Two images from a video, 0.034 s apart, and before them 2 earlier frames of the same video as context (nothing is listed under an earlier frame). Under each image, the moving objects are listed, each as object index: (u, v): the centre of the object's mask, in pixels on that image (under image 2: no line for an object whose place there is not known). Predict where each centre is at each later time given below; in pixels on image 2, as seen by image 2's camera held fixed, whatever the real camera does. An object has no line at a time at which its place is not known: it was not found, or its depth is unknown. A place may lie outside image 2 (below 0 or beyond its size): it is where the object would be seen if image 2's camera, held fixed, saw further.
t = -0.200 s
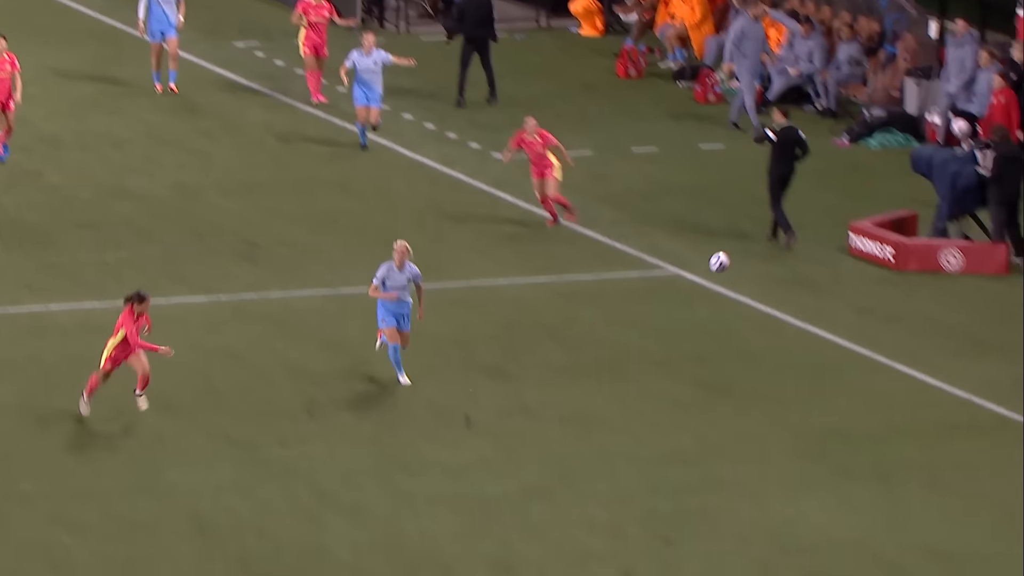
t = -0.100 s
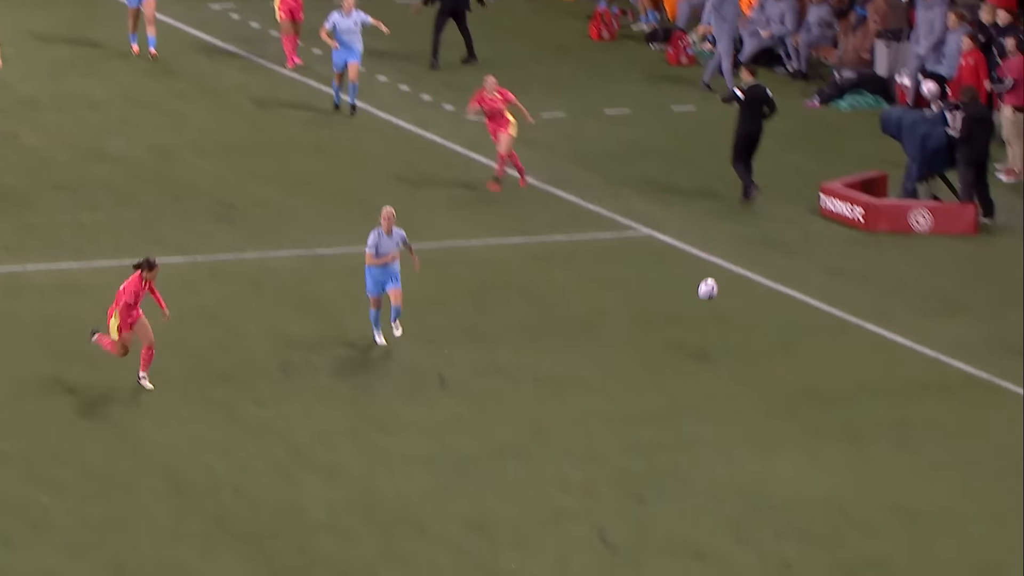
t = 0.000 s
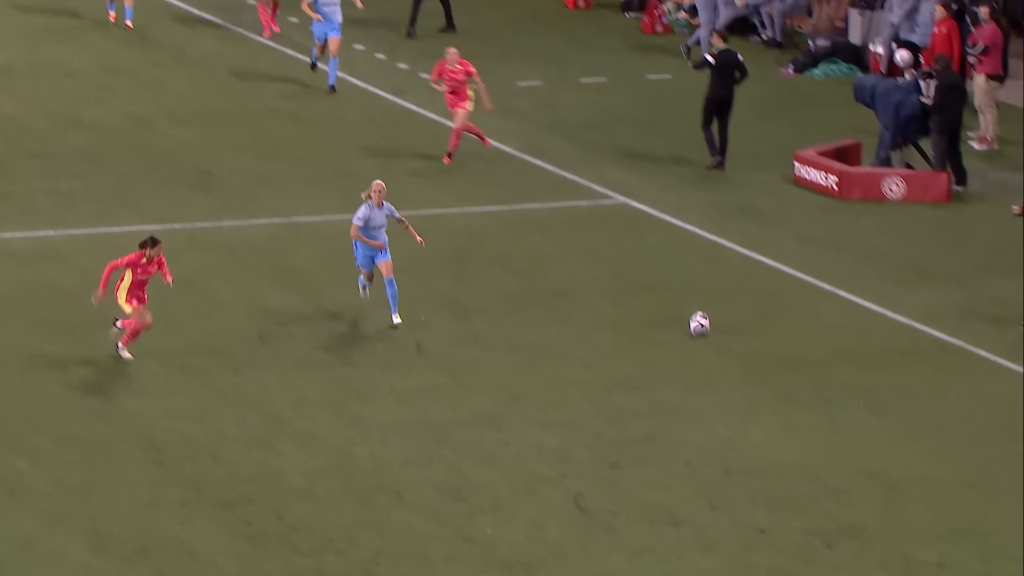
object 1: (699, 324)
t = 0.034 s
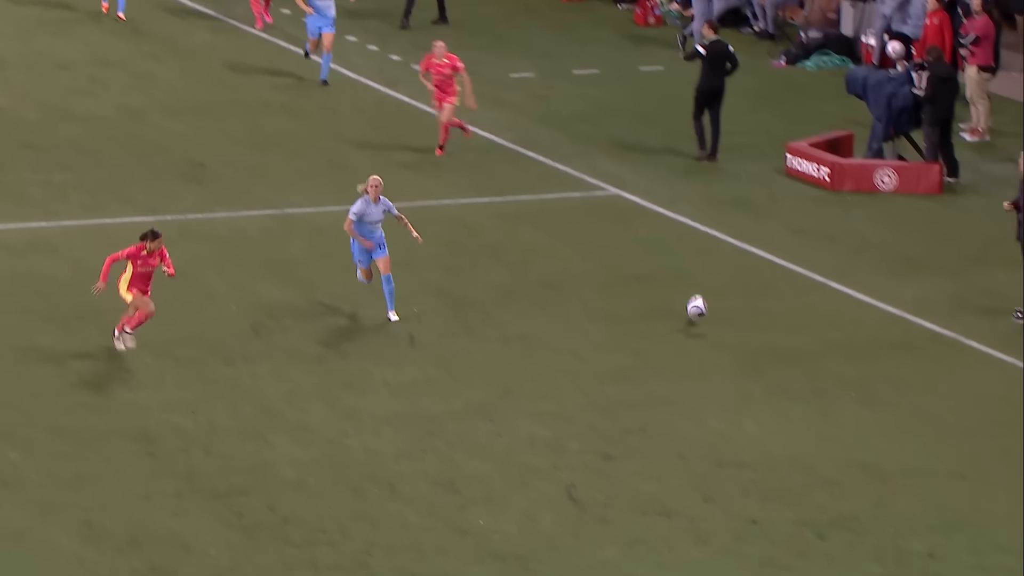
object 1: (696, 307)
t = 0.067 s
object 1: (700, 299)
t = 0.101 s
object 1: (705, 292)
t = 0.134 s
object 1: (709, 286)
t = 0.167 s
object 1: (714, 280)
